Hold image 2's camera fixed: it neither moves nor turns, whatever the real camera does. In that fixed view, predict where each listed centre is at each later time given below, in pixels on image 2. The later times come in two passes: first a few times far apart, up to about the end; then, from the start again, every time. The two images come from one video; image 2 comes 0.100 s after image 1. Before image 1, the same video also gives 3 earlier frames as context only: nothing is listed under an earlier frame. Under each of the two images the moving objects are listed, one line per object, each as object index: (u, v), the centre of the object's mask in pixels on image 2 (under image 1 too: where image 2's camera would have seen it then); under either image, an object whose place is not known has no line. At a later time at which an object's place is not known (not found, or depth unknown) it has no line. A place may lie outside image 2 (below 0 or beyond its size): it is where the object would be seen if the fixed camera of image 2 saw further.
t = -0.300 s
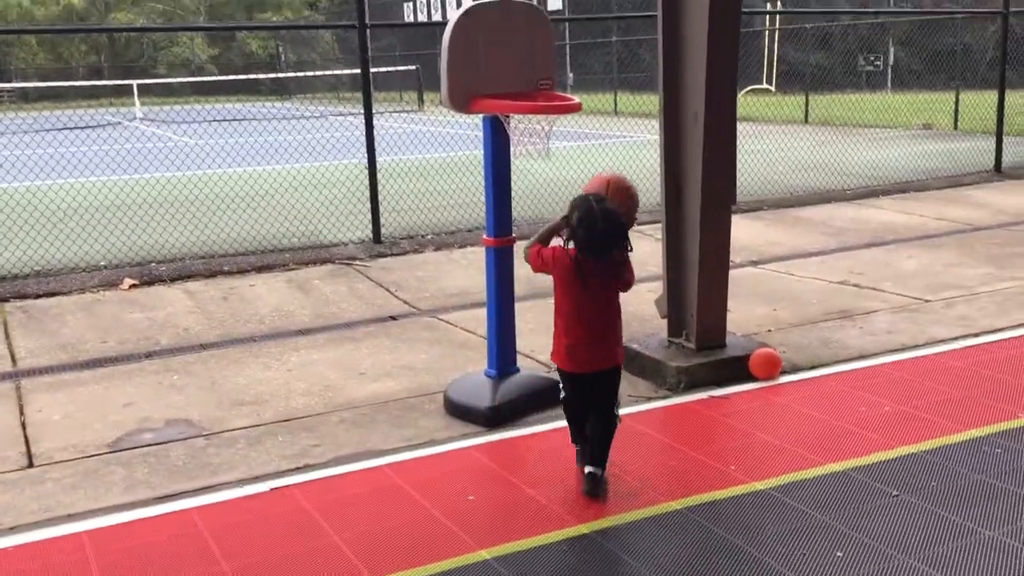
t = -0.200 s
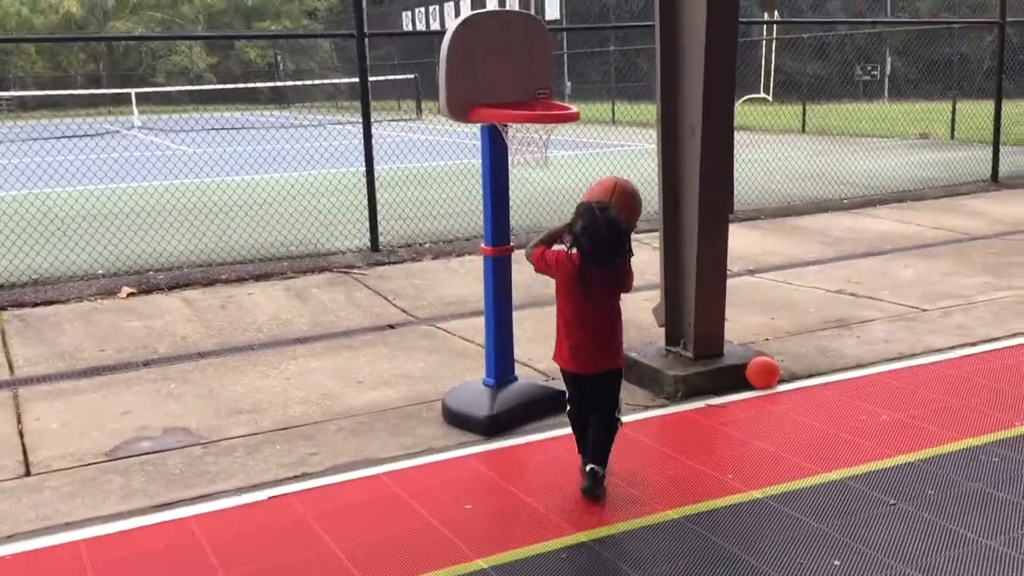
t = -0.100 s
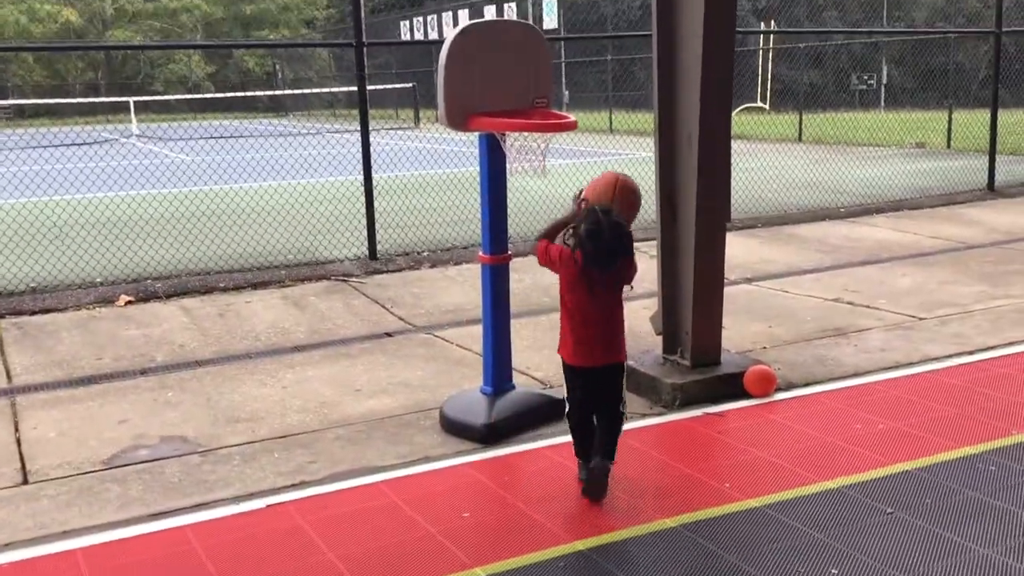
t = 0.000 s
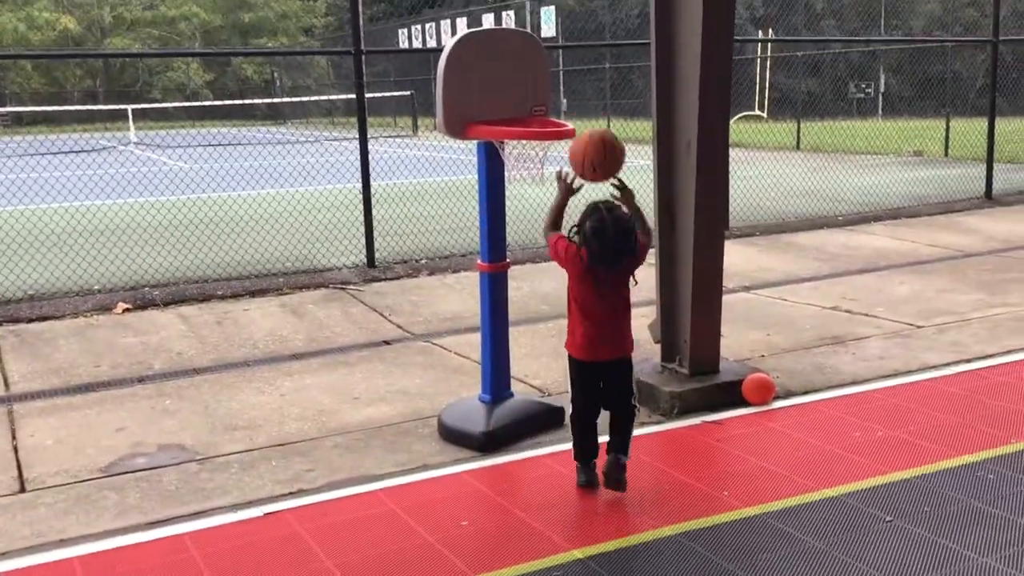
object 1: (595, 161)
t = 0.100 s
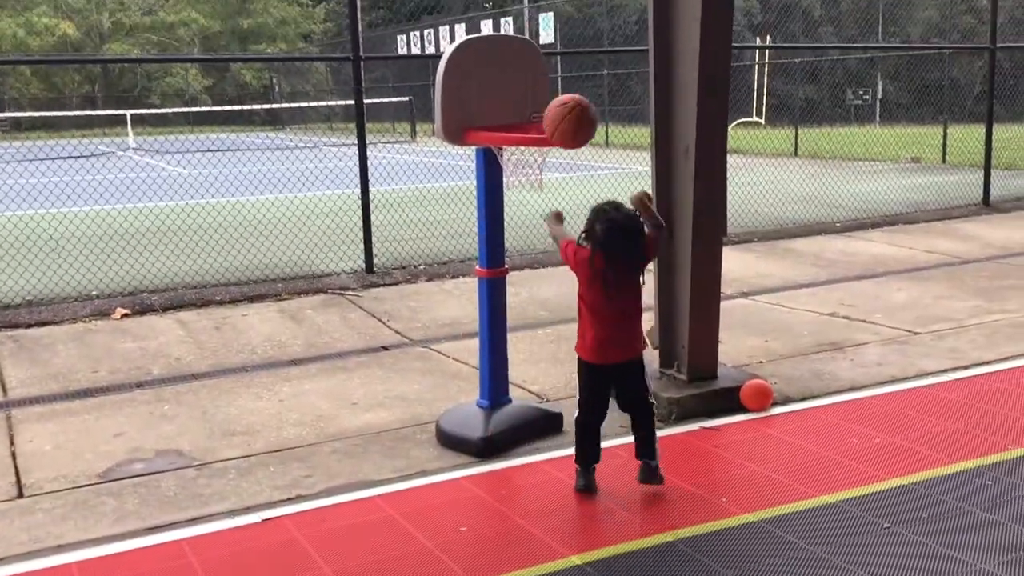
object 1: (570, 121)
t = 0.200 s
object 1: (547, 112)
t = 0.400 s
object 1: (533, 111)
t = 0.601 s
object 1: (533, 140)
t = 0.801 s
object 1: (543, 266)
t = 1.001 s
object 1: (554, 433)
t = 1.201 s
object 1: (540, 297)
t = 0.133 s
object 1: (562, 115)
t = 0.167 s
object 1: (554, 111)
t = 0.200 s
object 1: (547, 112)
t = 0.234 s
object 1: (541, 116)
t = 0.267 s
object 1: (539, 119)
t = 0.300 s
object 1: (537, 118)
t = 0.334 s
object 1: (535, 114)
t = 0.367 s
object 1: (534, 110)
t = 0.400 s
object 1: (533, 111)
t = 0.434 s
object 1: (532, 113)
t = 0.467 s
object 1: (531, 117)
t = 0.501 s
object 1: (531, 122)
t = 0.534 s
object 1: (531, 126)
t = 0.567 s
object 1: (532, 131)
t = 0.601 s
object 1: (533, 140)
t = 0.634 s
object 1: (535, 152)
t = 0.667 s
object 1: (536, 167)
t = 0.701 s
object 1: (538, 187)
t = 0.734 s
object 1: (539, 209)
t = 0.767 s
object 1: (542, 236)
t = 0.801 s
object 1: (543, 266)
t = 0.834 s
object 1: (545, 299)
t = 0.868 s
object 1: (548, 335)
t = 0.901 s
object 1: (551, 376)
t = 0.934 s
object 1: (554, 419)
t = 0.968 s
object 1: (556, 463)
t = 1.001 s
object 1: (554, 433)
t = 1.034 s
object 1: (551, 405)
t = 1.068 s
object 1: (549, 377)
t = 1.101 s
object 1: (546, 353)
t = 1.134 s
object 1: (544, 332)
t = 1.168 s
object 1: (542, 313)
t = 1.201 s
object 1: (540, 297)
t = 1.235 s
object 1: (537, 284)
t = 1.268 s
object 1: (536, 274)
